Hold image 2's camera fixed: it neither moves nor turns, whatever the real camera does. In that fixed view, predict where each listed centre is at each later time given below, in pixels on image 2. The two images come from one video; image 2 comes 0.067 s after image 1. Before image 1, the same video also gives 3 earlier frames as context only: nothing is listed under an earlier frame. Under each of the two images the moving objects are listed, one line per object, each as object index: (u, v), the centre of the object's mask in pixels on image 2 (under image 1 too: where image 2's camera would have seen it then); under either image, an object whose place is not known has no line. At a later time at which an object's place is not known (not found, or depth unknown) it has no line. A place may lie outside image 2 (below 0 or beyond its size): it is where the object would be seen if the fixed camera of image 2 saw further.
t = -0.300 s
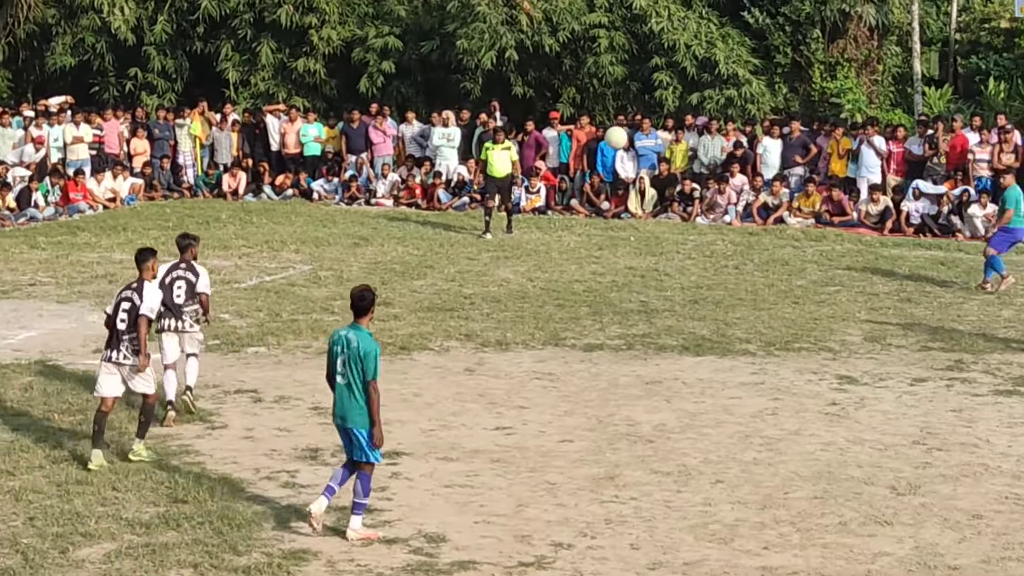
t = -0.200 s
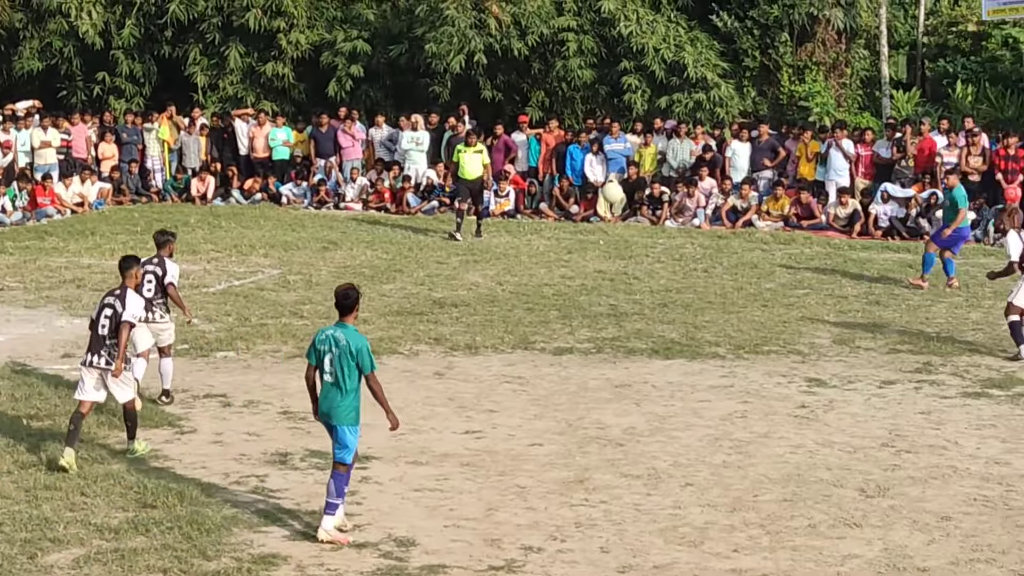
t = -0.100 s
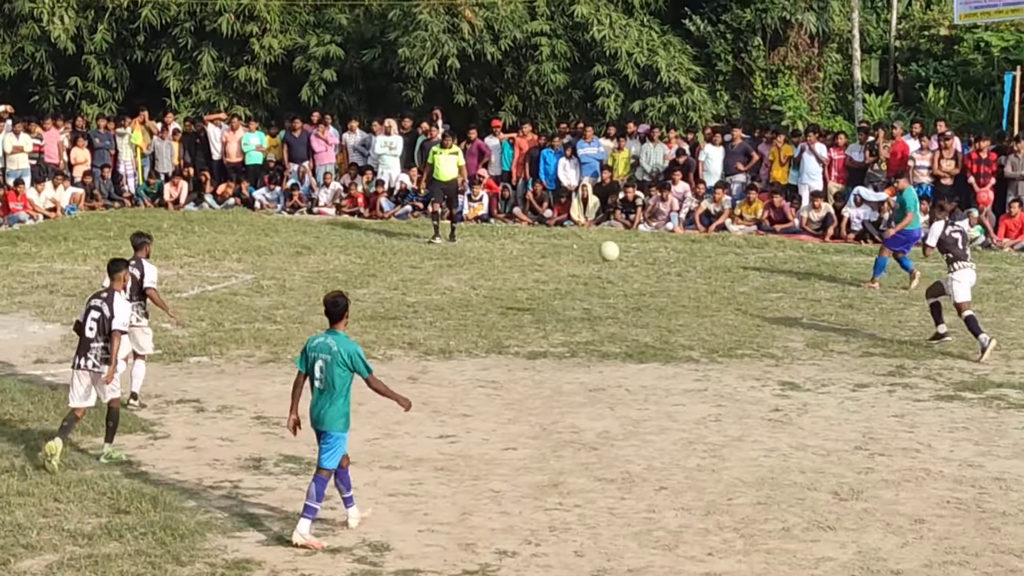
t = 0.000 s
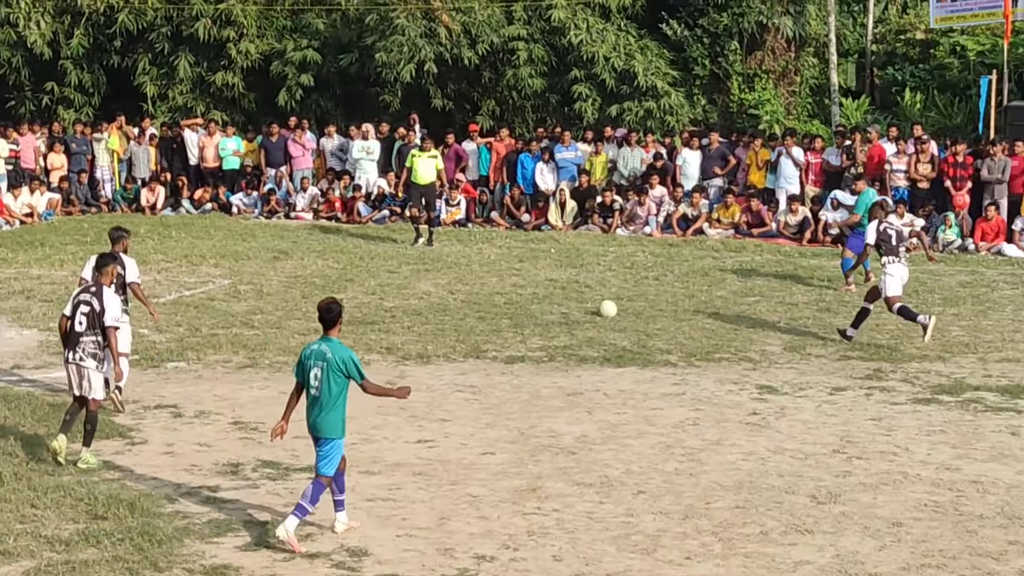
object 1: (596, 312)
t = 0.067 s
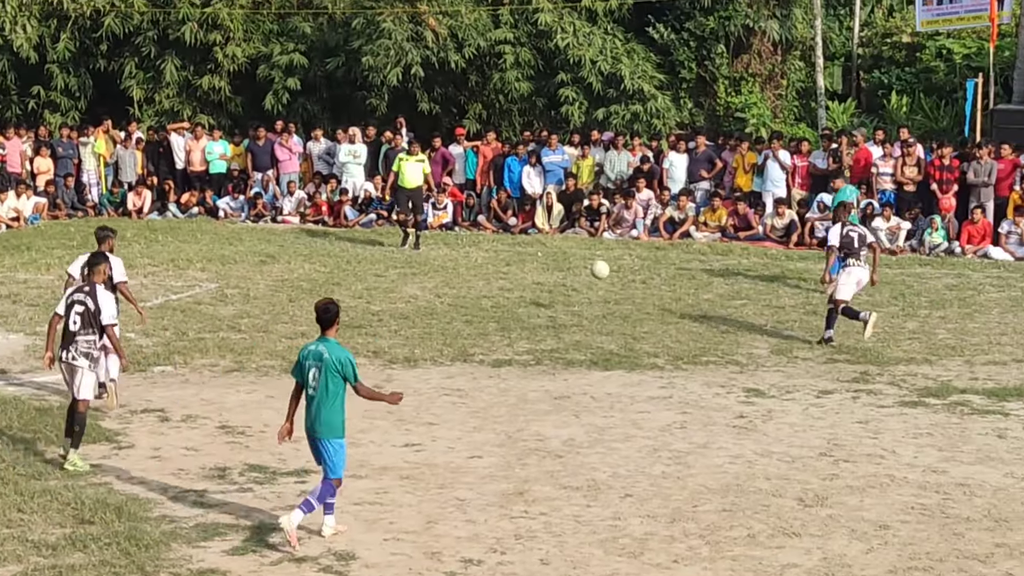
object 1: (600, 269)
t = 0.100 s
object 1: (601, 249)
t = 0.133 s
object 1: (601, 231)
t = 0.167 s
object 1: (602, 215)
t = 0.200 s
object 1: (603, 199)
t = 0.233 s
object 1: (605, 184)
